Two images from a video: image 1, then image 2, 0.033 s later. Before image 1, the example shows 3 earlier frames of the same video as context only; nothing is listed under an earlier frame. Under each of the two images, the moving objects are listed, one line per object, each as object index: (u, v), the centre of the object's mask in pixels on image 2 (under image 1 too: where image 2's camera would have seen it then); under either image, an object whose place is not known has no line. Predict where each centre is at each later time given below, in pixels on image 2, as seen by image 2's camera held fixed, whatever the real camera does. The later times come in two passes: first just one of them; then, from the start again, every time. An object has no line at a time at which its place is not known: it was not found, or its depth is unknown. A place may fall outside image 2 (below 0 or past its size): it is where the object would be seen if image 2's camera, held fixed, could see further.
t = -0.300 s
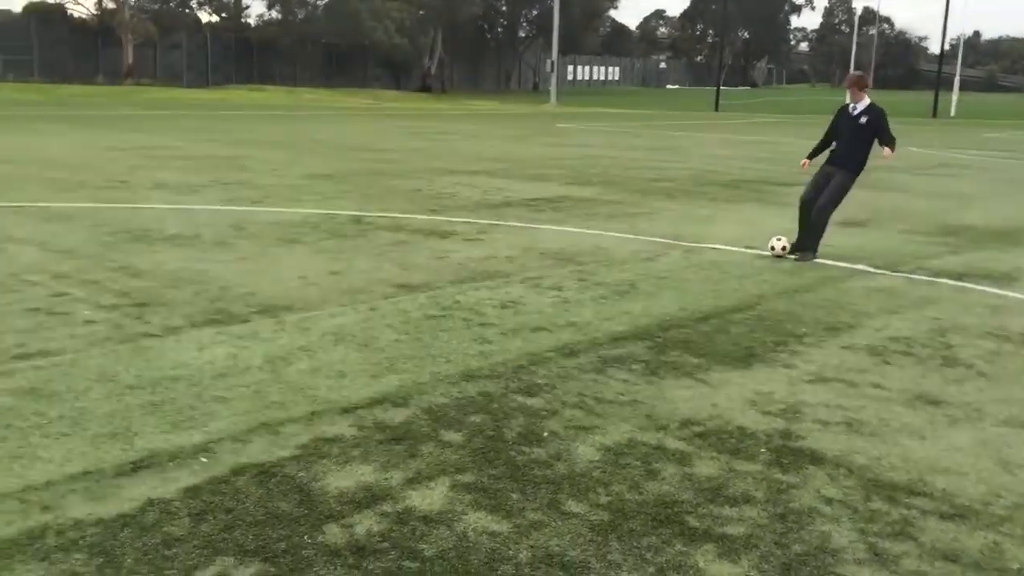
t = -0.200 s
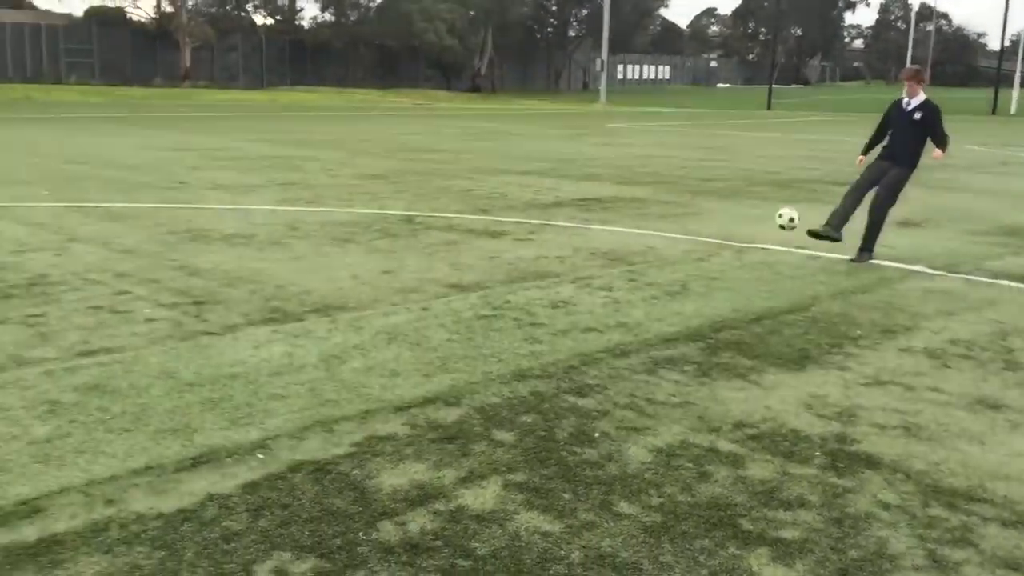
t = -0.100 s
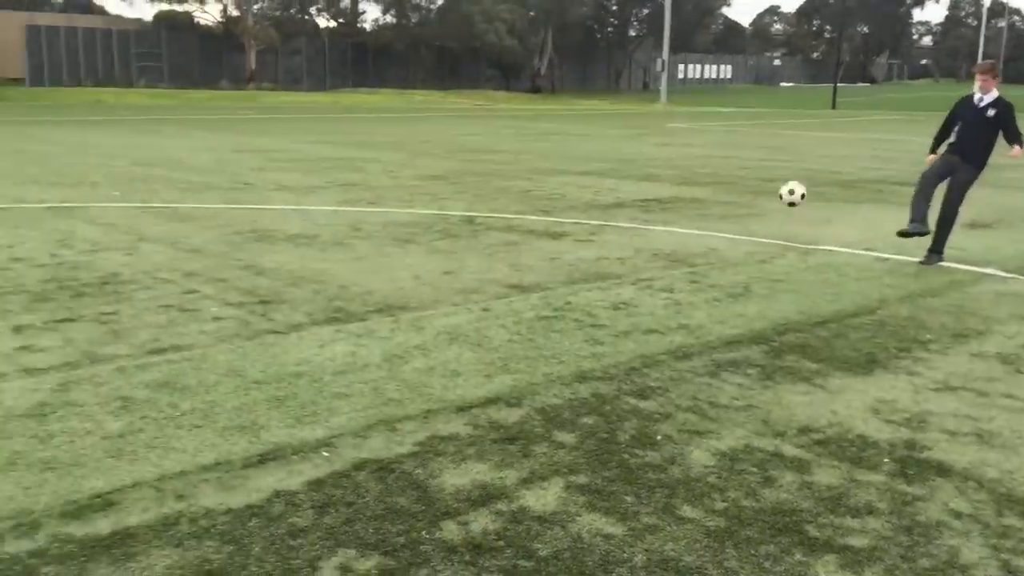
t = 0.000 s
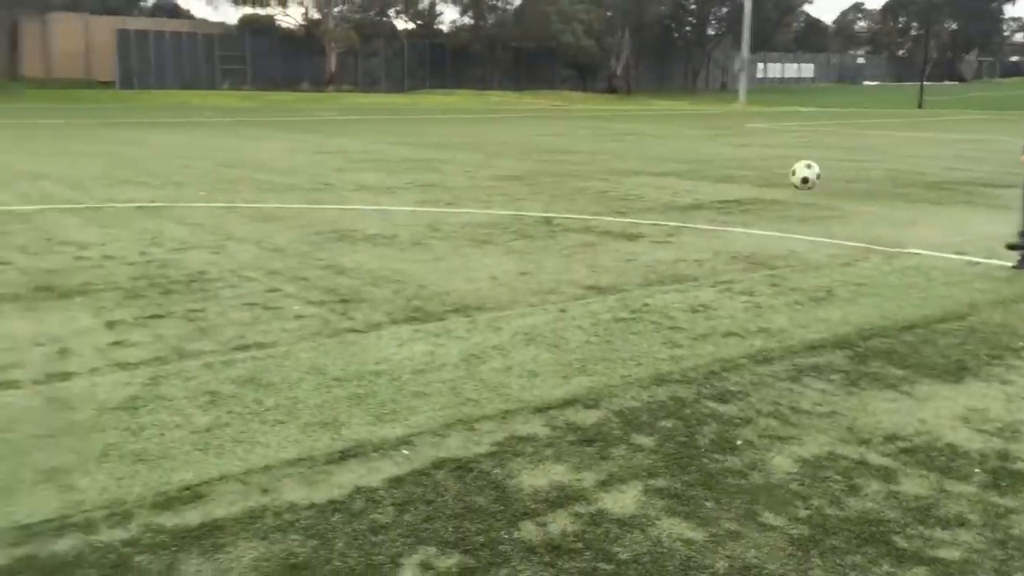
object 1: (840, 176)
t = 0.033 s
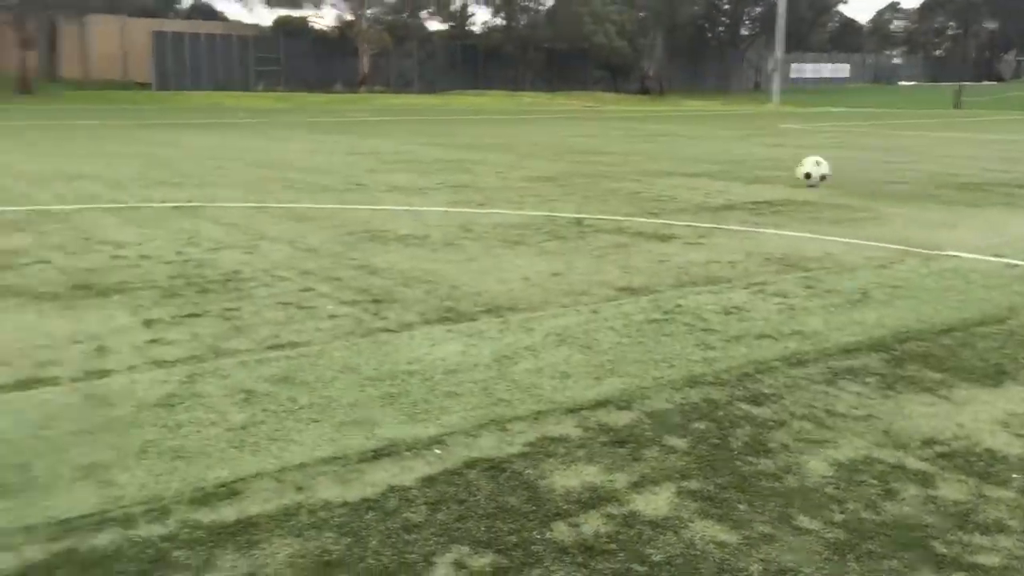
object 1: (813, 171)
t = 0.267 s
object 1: (569, 179)
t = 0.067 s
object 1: (784, 167)
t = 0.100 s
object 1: (754, 164)
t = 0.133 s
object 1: (722, 163)
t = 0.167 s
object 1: (688, 164)
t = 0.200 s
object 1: (650, 167)
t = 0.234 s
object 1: (611, 172)
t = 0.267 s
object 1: (569, 179)
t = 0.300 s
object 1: (523, 188)
